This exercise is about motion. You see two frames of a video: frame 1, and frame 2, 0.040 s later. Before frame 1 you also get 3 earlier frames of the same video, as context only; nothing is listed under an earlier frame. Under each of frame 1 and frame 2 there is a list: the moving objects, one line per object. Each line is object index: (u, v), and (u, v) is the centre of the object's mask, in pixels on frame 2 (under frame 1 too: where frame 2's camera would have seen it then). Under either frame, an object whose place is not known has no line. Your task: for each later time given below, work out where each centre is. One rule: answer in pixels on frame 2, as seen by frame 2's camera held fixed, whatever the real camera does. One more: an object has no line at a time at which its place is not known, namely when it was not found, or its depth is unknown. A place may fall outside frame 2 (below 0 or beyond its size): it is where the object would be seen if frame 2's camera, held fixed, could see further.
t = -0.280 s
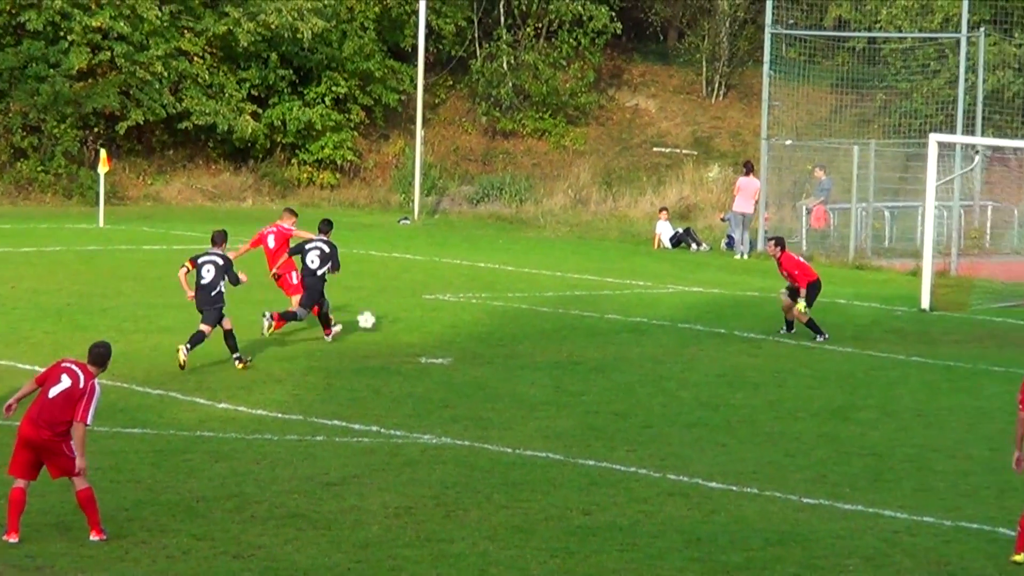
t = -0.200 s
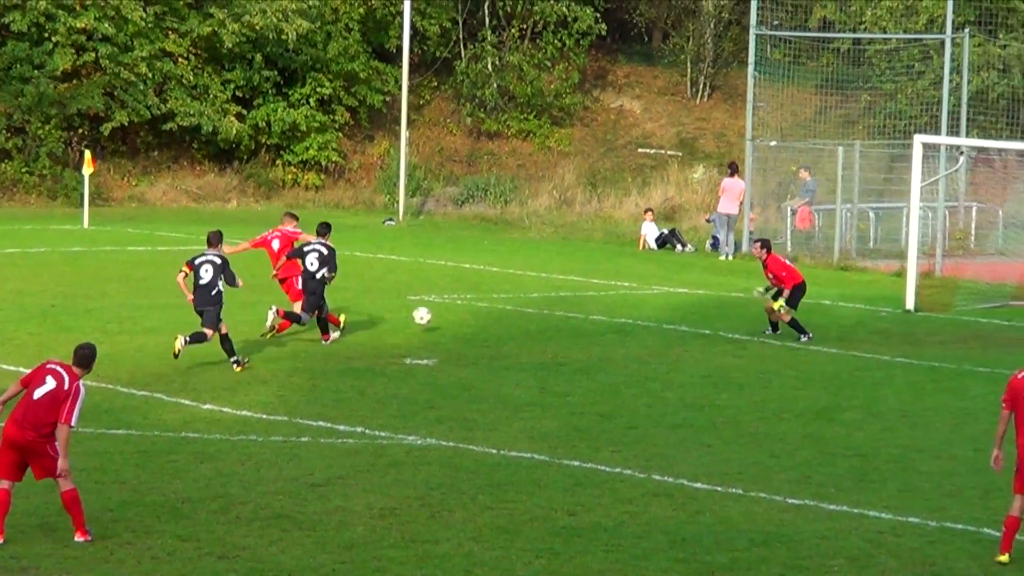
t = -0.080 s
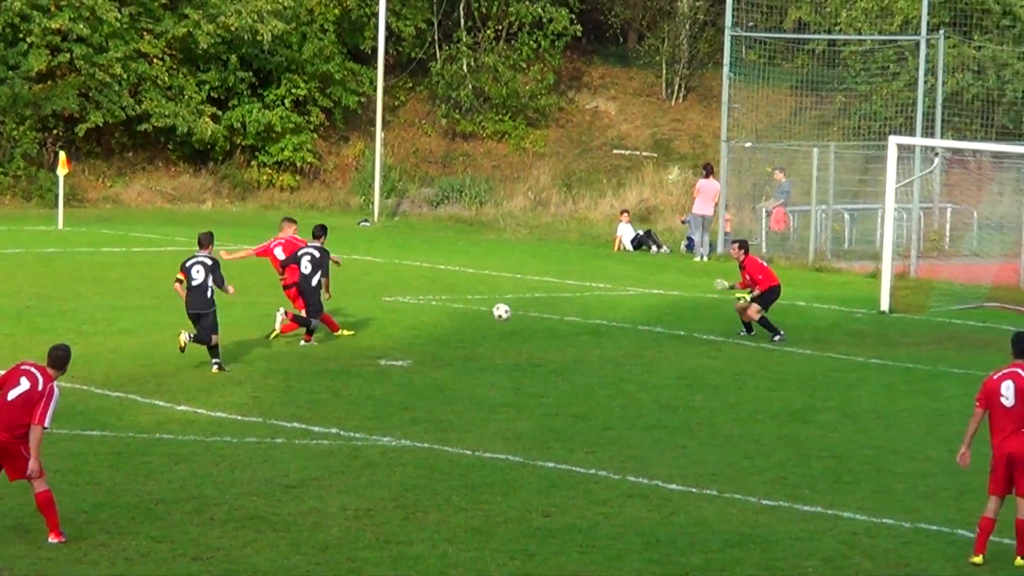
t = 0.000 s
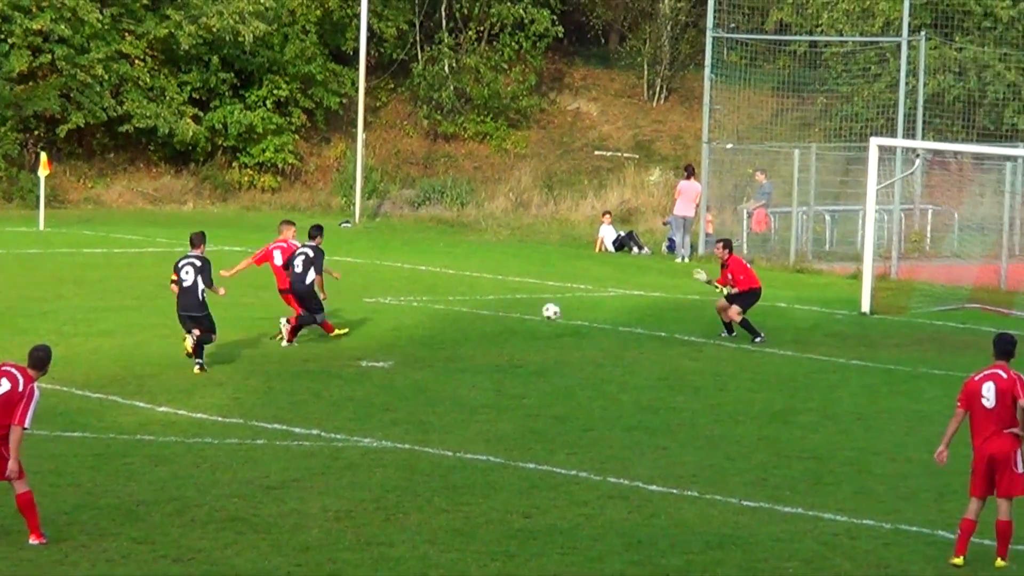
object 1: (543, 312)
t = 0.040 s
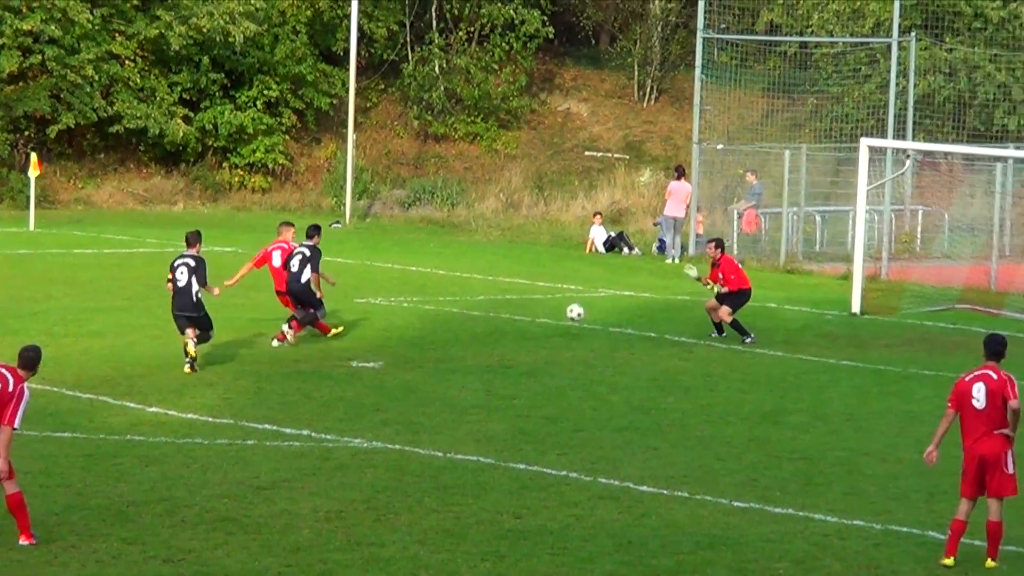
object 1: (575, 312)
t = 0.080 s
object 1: (607, 313)
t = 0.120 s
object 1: (639, 313)
